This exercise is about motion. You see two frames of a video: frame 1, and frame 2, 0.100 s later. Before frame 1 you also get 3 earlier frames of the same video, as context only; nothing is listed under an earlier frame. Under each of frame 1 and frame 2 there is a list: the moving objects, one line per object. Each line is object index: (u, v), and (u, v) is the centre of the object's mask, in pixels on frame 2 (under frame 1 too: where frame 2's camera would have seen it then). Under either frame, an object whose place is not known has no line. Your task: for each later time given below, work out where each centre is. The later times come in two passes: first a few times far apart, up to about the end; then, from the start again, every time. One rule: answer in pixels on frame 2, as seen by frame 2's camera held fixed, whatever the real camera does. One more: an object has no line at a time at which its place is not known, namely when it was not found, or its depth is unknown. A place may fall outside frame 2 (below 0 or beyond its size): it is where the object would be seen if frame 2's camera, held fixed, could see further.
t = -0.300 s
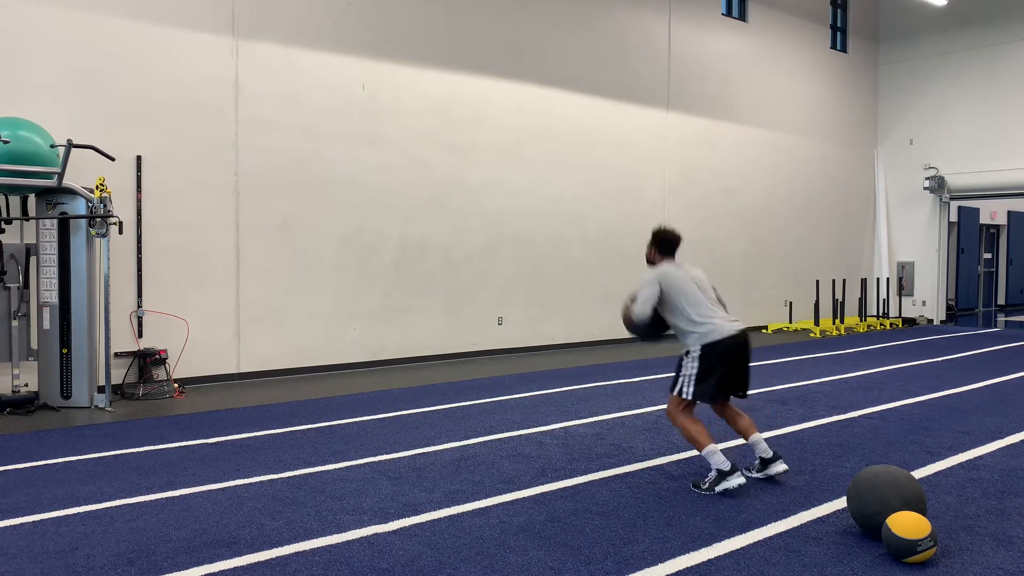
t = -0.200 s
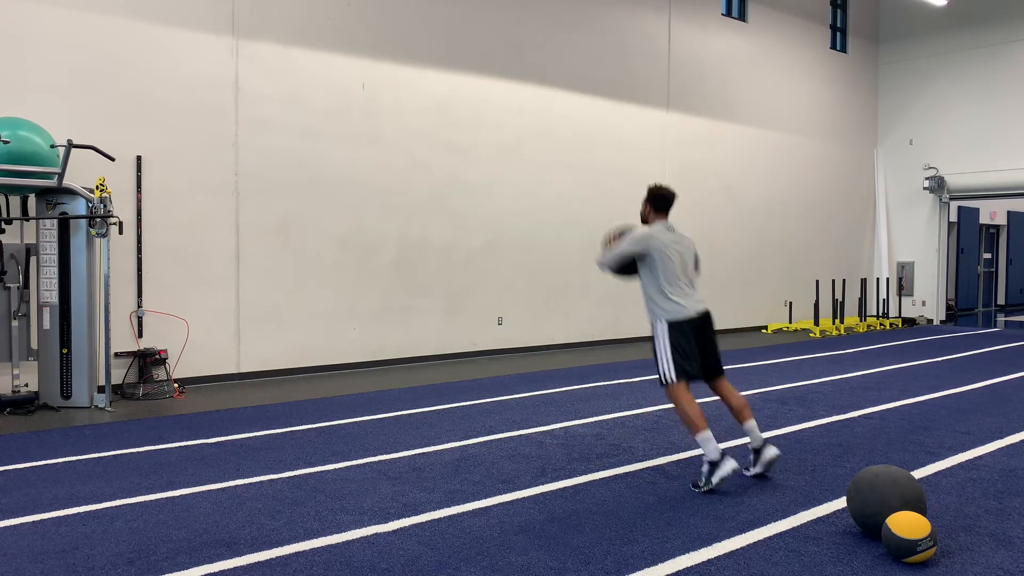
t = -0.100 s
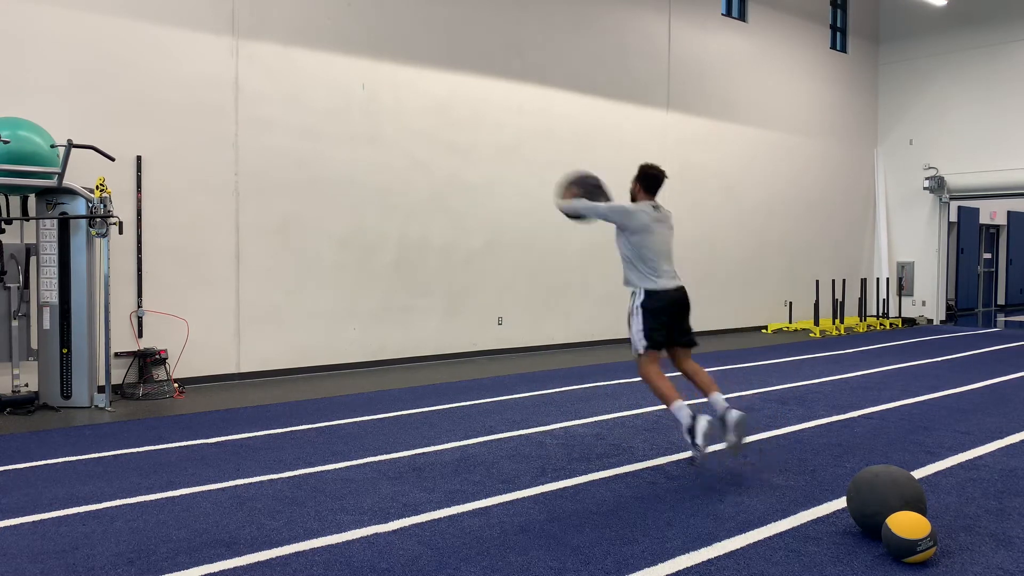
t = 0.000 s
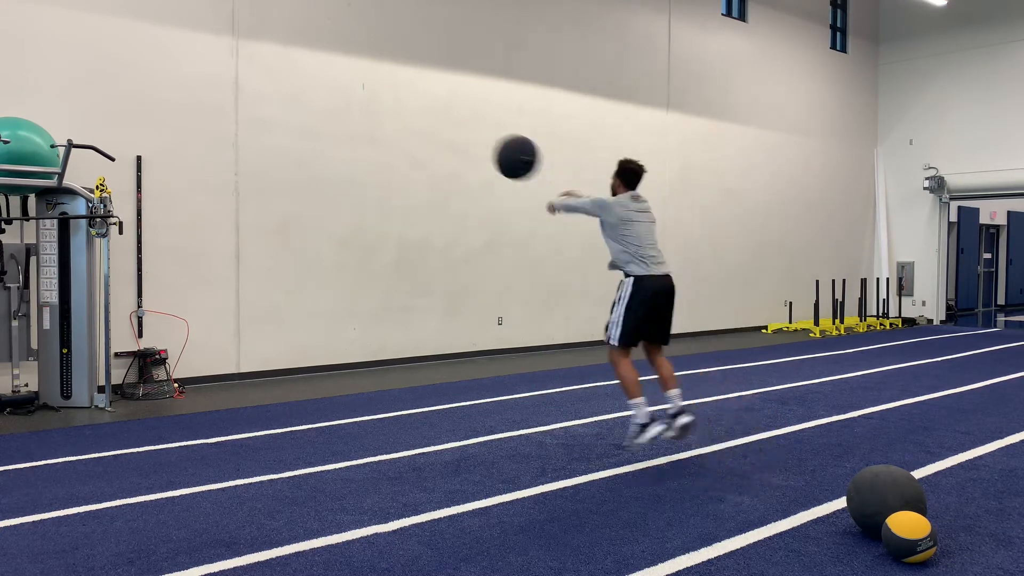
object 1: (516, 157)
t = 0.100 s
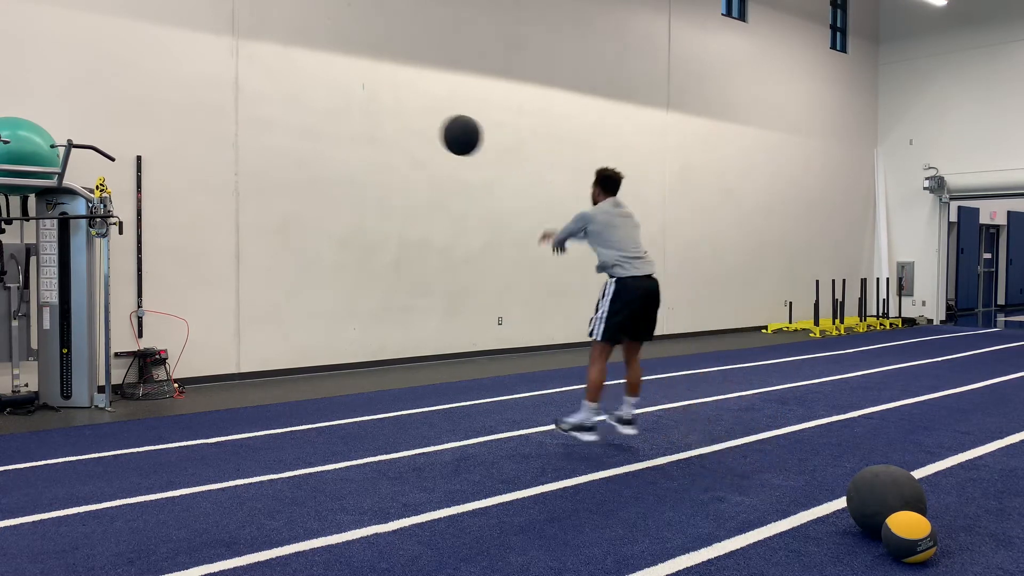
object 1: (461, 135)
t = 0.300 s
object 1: (374, 129)
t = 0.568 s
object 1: (345, 157)
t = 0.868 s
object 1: (397, 249)
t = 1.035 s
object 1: (428, 349)
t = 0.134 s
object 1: (445, 131)
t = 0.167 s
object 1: (430, 128)
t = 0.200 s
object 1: (414, 127)
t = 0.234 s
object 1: (400, 126)
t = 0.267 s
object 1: (387, 127)
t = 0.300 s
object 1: (374, 129)
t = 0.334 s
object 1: (362, 131)
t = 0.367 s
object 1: (351, 135)
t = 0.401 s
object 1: (340, 139)
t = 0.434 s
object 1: (329, 145)
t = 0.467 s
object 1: (330, 148)
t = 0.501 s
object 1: (335, 149)
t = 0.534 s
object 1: (340, 152)
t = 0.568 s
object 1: (345, 157)
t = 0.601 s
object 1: (350, 162)
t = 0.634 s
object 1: (356, 168)
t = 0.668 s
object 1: (361, 176)
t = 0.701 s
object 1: (367, 185)
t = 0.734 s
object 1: (373, 195)
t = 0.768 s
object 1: (379, 206)
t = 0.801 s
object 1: (385, 219)
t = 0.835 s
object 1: (391, 233)
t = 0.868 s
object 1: (397, 249)
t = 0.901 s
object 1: (403, 266)
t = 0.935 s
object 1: (409, 284)
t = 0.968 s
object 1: (416, 304)
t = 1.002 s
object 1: (422, 325)
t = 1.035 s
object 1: (428, 349)
